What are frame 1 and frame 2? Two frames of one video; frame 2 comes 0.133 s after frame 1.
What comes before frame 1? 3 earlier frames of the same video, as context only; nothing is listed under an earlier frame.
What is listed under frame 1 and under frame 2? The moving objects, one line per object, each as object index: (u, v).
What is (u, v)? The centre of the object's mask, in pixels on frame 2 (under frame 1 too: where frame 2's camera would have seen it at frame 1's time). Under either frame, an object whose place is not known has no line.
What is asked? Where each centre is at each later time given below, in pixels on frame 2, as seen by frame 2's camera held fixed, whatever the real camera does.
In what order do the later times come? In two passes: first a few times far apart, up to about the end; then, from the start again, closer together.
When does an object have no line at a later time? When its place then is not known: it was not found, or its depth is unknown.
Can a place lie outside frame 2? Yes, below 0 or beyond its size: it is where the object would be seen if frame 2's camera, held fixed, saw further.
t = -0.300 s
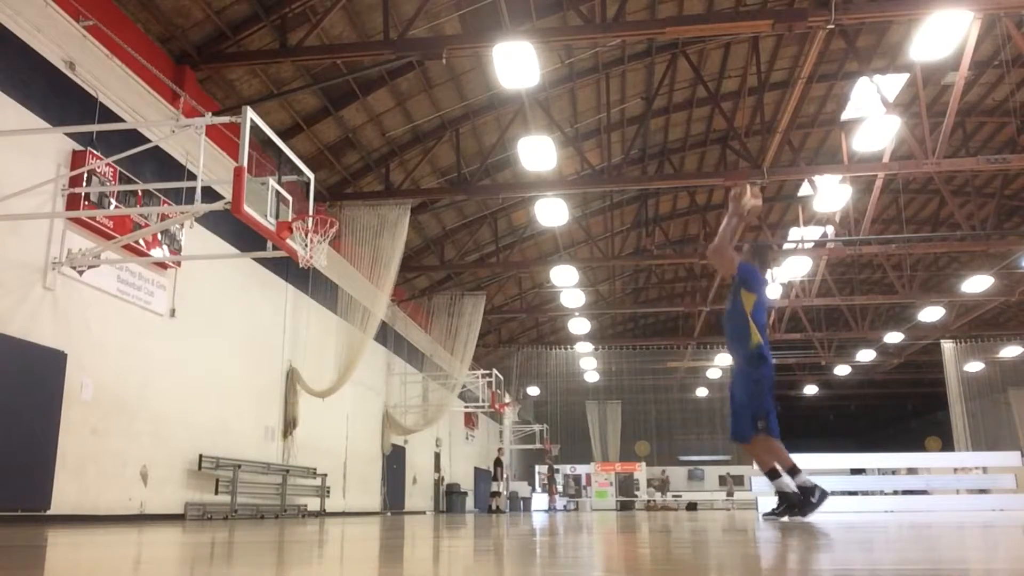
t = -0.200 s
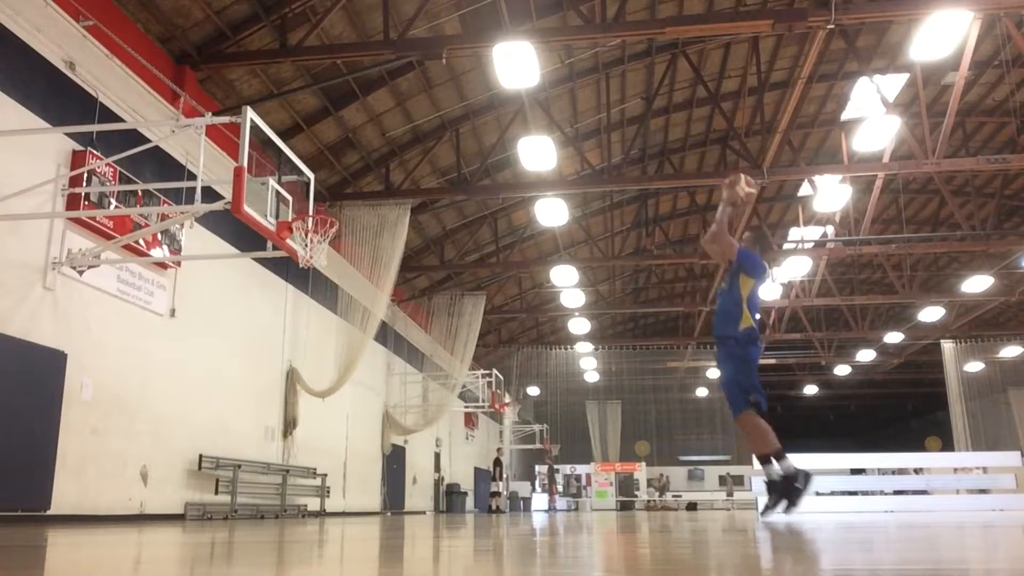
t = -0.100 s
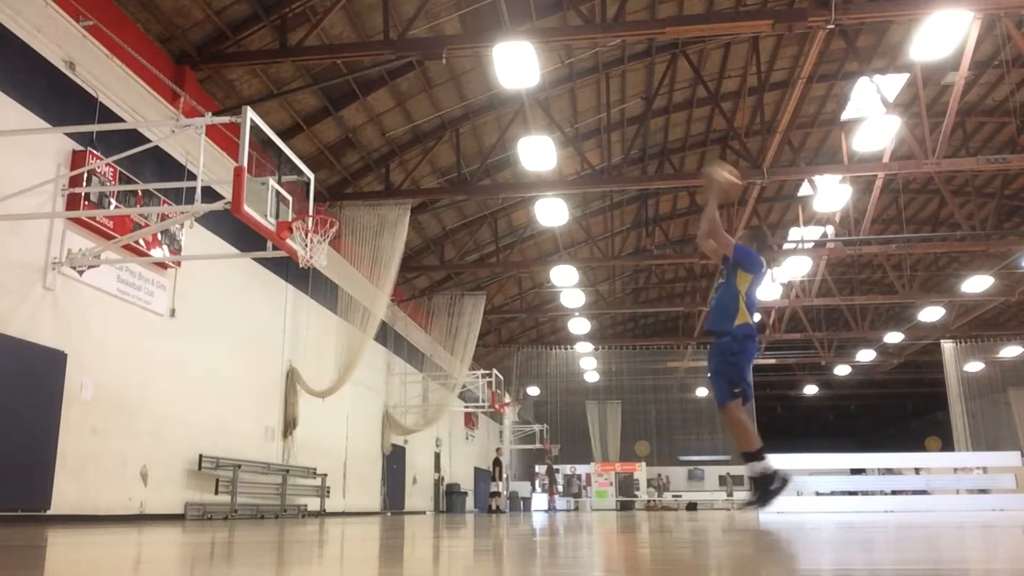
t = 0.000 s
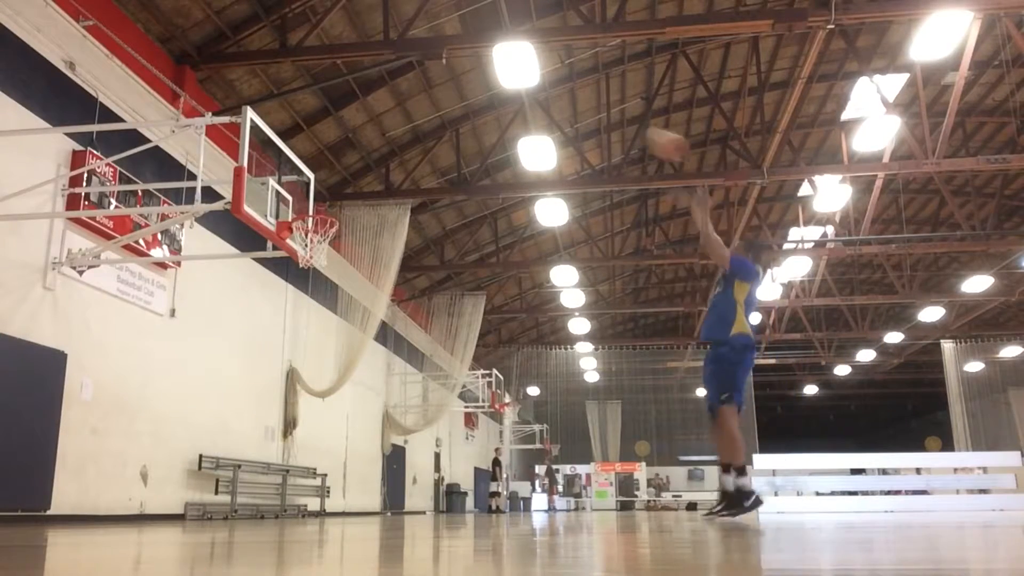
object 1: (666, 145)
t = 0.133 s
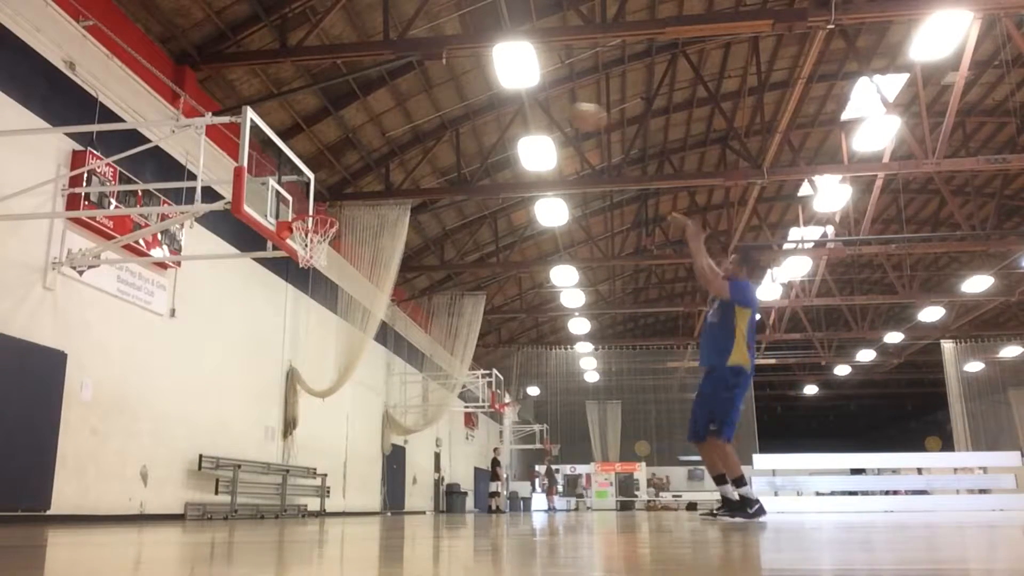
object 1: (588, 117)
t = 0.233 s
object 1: (536, 111)
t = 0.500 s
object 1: (423, 136)
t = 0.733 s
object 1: (335, 202)
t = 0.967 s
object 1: (290, 269)
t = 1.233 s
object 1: (264, 367)
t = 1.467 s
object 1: (238, 507)
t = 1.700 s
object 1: (258, 396)
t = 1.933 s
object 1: (277, 333)
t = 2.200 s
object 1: (294, 325)
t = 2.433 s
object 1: (308, 375)
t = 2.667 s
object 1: (318, 489)
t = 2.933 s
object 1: (329, 406)
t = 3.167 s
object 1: (337, 364)
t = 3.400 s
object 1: (342, 383)
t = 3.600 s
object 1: (345, 450)
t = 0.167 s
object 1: (570, 113)
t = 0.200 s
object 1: (554, 111)
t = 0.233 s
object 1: (536, 111)
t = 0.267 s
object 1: (522, 109)
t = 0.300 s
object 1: (507, 110)
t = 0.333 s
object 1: (492, 112)
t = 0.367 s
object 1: (476, 116)
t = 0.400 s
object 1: (461, 119)
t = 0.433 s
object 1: (450, 123)
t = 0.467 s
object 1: (435, 129)
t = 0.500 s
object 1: (423, 136)
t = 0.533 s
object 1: (410, 143)
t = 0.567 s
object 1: (397, 151)
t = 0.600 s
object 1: (385, 160)
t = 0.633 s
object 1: (371, 169)
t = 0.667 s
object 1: (360, 179)
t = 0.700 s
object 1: (347, 190)
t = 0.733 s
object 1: (335, 202)
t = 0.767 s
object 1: (327, 209)
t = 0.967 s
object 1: (290, 269)
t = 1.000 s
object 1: (287, 277)
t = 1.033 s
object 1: (283, 288)
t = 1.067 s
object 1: (280, 299)
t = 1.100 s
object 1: (277, 311)
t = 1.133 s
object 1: (274, 323)
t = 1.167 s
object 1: (271, 337)
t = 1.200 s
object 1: (267, 351)
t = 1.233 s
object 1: (264, 367)
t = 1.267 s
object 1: (261, 384)
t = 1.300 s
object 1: (257, 403)
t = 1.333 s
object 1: (253, 421)
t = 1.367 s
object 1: (249, 441)
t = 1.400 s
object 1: (246, 462)
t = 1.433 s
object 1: (241, 486)
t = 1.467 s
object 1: (238, 507)
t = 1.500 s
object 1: (240, 497)
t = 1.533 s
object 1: (245, 476)
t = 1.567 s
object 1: (246, 456)
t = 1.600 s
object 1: (249, 441)
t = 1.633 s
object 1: (252, 425)
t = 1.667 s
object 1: (255, 409)
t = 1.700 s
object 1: (258, 396)
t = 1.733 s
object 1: (261, 383)
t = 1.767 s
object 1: (263, 372)
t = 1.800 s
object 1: (267, 362)
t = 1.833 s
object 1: (269, 354)
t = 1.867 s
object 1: (272, 346)
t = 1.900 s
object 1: (274, 339)
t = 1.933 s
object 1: (277, 333)
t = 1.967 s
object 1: (279, 328)
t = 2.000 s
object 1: (281, 324)
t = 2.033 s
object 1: (283, 322)
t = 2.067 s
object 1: (286, 320)
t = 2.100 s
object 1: (288, 320)
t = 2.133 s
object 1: (290, 320)
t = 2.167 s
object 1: (292, 322)
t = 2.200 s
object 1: (294, 325)
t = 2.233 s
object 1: (296, 328)
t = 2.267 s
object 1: (298, 333)
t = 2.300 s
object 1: (300, 339)
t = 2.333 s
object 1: (301, 347)
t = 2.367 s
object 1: (303, 355)
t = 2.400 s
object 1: (306, 365)
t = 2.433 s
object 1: (308, 375)
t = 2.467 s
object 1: (310, 387)
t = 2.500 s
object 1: (310, 401)
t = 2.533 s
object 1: (312, 415)
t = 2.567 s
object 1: (313, 432)
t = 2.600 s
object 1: (314, 449)
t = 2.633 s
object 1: (316, 465)
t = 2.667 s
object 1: (318, 489)
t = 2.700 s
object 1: (319, 505)
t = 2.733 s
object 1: (320, 492)
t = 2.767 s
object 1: (322, 473)
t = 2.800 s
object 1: (324, 457)
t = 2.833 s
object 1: (325, 442)
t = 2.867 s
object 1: (327, 428)
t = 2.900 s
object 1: (328, 416)
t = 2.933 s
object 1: (329, 406)
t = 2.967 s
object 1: (330, 396)
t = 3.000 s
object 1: (331, 388)
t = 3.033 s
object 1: (332, 380)
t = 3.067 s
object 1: (333, 374)
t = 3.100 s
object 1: (335, 370)
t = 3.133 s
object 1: (336, 366)
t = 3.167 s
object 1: (337, 364)
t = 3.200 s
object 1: (338, 363)
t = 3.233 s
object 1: (338, 363)
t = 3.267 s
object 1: (339, 364)
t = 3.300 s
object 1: (340, 367)
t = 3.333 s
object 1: (340, 371)
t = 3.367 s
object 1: (341, 376)
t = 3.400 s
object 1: (342, 383)
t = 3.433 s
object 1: (342, 391)
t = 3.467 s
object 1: (343, 400)
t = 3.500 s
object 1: (344, 410)
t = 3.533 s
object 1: (344, 421)
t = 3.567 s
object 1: (344, 435)
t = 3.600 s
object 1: (345, 450)
